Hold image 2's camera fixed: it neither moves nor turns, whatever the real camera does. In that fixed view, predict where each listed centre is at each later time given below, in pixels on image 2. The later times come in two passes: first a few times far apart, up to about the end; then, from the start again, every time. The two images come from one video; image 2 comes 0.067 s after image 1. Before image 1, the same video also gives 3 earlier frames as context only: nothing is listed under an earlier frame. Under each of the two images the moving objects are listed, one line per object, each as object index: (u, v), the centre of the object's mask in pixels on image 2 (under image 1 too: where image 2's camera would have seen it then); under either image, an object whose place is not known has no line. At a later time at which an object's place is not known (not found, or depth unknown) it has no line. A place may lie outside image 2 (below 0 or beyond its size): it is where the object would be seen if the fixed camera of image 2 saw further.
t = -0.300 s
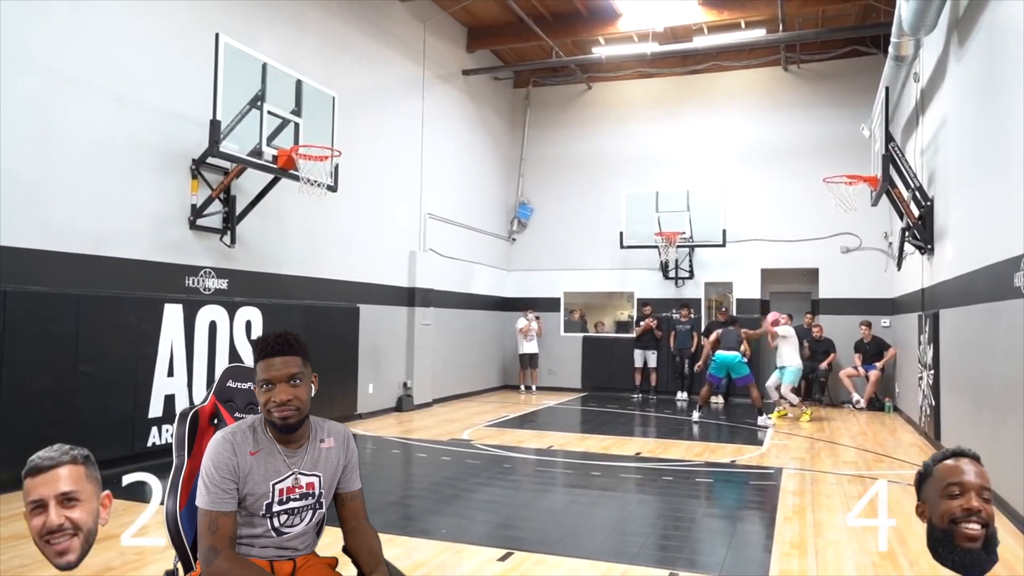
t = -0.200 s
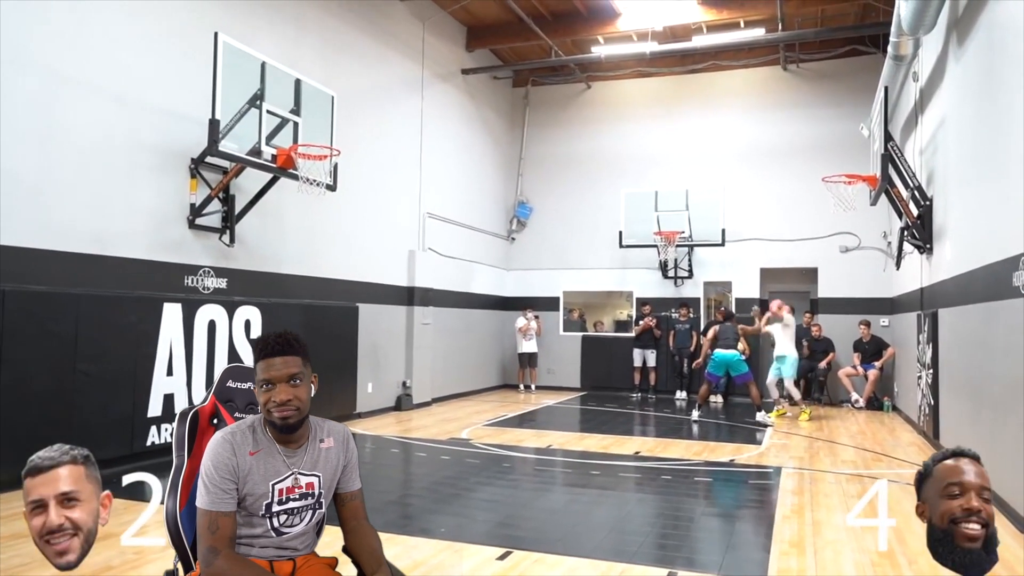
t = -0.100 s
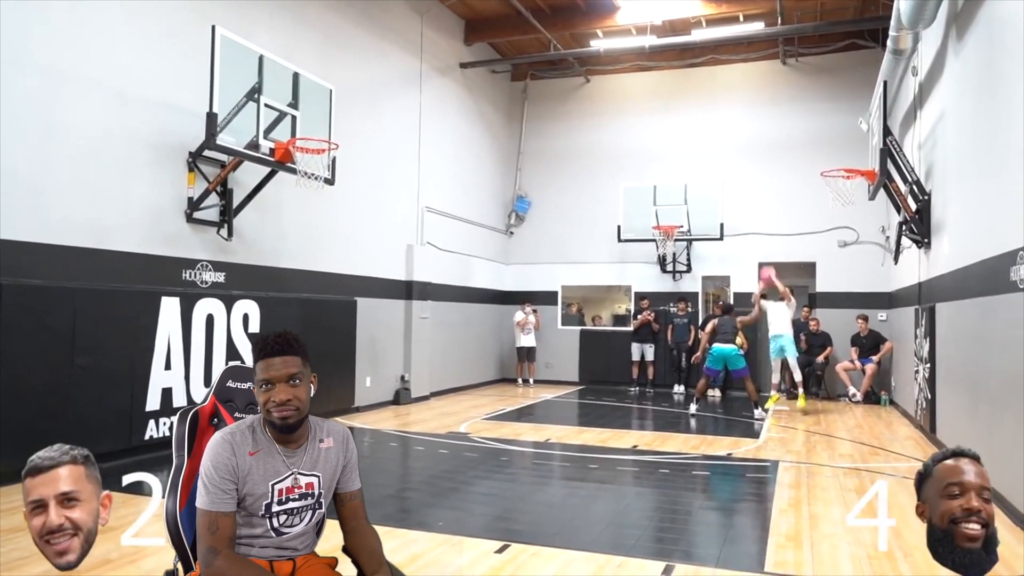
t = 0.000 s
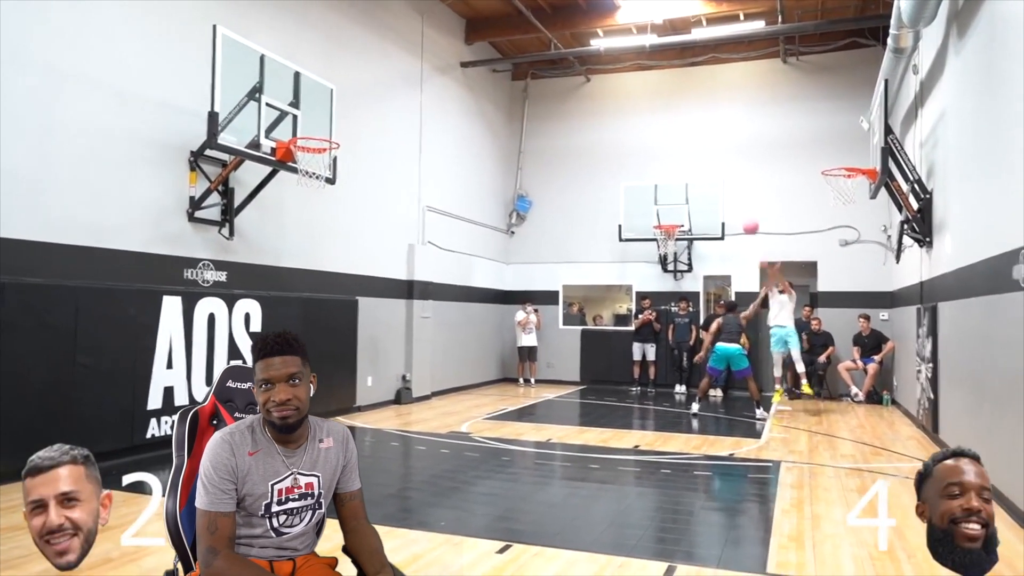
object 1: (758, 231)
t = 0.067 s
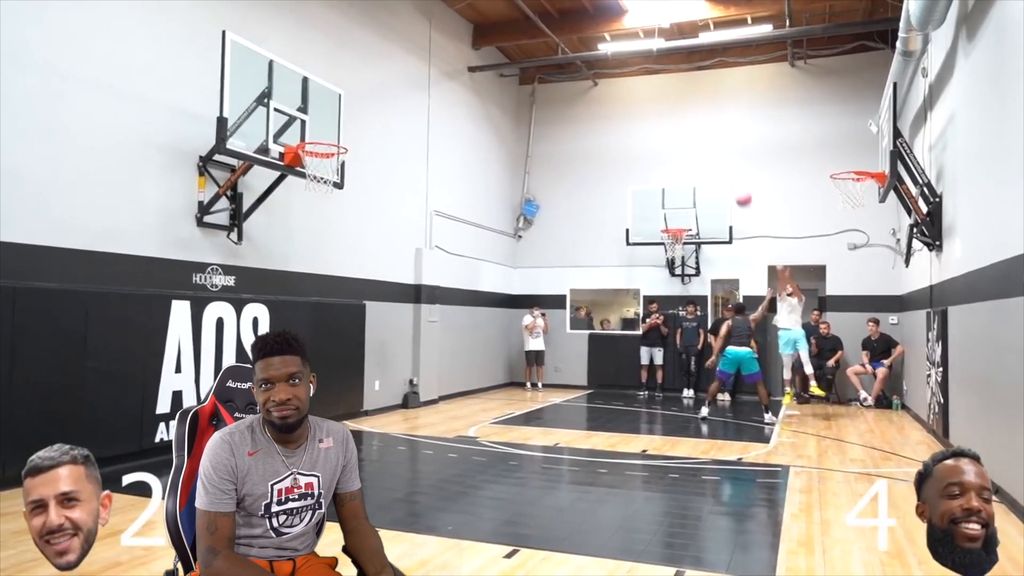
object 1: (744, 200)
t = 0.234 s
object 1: (704, 130)
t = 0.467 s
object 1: (646, 55)
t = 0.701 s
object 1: (576, 10)
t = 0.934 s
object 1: (499, 5)
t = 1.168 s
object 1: (410, 47)
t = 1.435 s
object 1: (306, 126)
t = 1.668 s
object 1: (336, 62)
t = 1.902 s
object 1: (365, 50)
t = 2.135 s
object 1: (395, 93)
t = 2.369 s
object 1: (427, 192)
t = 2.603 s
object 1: (462, 348)
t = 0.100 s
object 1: (736, 185)
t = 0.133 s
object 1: (728, 171)
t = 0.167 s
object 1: (720, 156)
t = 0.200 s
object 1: (712, 143)
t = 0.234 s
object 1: (704, 130)
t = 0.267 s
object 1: (695, 116)
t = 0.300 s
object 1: (687, 103)
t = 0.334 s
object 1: (678, 92)
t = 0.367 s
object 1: (670, 81)
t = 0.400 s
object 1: (661, 71)
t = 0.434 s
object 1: (652, 59)
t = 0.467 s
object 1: (646, 55)
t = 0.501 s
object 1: (634, 44)
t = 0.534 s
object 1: (626, 36)
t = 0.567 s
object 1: (615, 30)
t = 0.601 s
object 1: (606, 22)
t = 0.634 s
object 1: (596, 18)
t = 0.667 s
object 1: (586, 14)
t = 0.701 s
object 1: (576, 10)
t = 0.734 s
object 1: (565, 7)
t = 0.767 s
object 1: (555, 5)
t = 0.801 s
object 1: (544, 3)
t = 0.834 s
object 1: (534, 2)
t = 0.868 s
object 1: (522, 2)
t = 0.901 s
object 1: (511, 3)
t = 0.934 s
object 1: (499, 5)
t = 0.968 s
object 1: (487, 8)
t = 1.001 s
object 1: (475, 12)
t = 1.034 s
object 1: (463, 16)
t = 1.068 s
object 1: (451, 22)
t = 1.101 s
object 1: (437, 30)
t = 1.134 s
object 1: (424, 38)
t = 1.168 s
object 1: (410, 47)
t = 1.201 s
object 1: (396, 58)
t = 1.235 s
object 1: (382, 69)
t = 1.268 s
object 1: (368, 81)
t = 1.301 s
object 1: (353, 95)
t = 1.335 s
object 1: (337, 111)
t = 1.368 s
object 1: (322, 127)
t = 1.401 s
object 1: (308, 137)
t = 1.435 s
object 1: (306, 126)
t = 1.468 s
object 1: (311, 113)
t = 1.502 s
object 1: (315, 102)
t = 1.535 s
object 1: (319, 93)
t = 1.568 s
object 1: (323, 83)
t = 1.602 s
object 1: (327, 75)
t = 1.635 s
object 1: (332, 68)
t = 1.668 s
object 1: (336, 62)
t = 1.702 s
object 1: (340, 57)
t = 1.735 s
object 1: (344, 53)
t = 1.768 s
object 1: (348, 51)
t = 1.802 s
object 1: (352, 50)
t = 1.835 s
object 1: (357, 49)
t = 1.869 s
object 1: (361, 49)
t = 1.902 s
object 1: (365, 50)
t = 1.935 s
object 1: (369, 53)
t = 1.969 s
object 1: (373, 57)
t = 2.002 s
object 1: (377, 62)
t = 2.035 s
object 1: (381, 67)
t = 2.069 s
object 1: (386, 75)
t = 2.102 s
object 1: (391, 83)
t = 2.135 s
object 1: (395, 93)
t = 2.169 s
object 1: (400, 104)
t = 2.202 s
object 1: (404, 115)
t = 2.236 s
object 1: (409, 129)
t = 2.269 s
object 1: (413, 143)
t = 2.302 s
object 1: (417, 158)
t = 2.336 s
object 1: (422, 175)
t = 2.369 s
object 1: (427, 192)
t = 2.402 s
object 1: (432, 211)
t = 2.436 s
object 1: (436, 230)
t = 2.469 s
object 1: (442, 251)
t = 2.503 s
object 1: (447, 274)
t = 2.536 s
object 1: (452, 298)
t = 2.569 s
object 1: (457, 321)
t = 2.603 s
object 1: (462, 348)
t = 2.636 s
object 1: (468, 374)
